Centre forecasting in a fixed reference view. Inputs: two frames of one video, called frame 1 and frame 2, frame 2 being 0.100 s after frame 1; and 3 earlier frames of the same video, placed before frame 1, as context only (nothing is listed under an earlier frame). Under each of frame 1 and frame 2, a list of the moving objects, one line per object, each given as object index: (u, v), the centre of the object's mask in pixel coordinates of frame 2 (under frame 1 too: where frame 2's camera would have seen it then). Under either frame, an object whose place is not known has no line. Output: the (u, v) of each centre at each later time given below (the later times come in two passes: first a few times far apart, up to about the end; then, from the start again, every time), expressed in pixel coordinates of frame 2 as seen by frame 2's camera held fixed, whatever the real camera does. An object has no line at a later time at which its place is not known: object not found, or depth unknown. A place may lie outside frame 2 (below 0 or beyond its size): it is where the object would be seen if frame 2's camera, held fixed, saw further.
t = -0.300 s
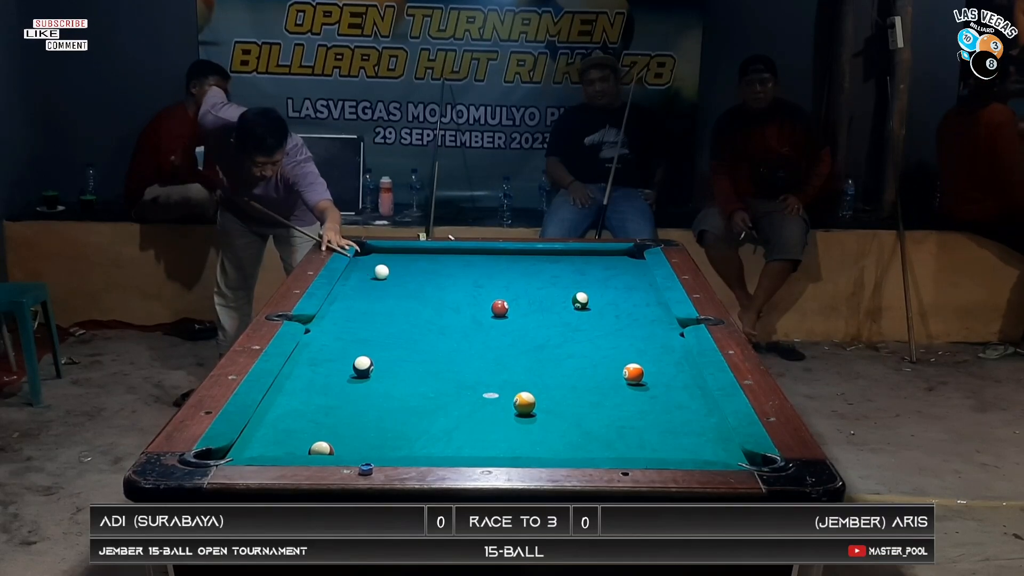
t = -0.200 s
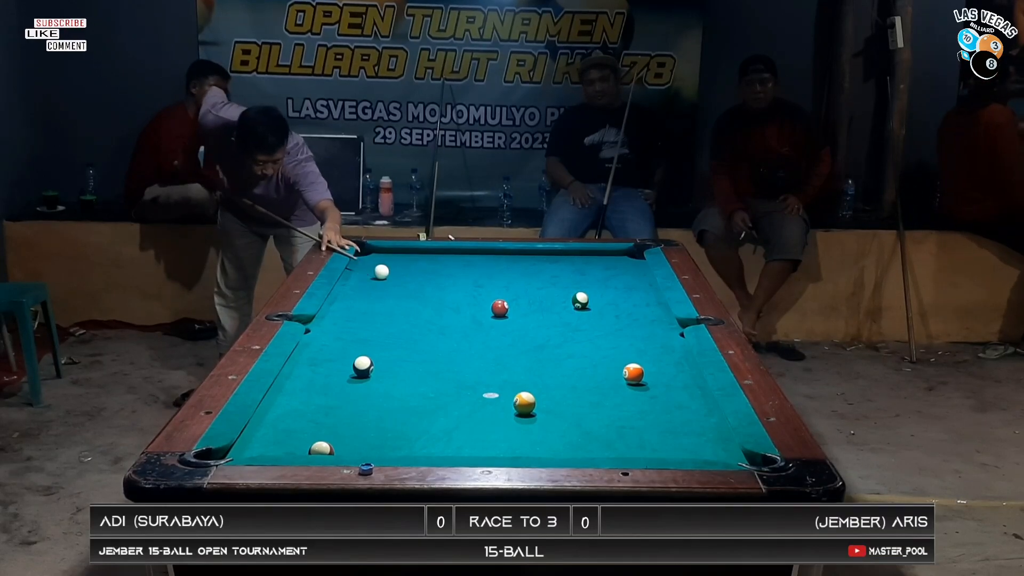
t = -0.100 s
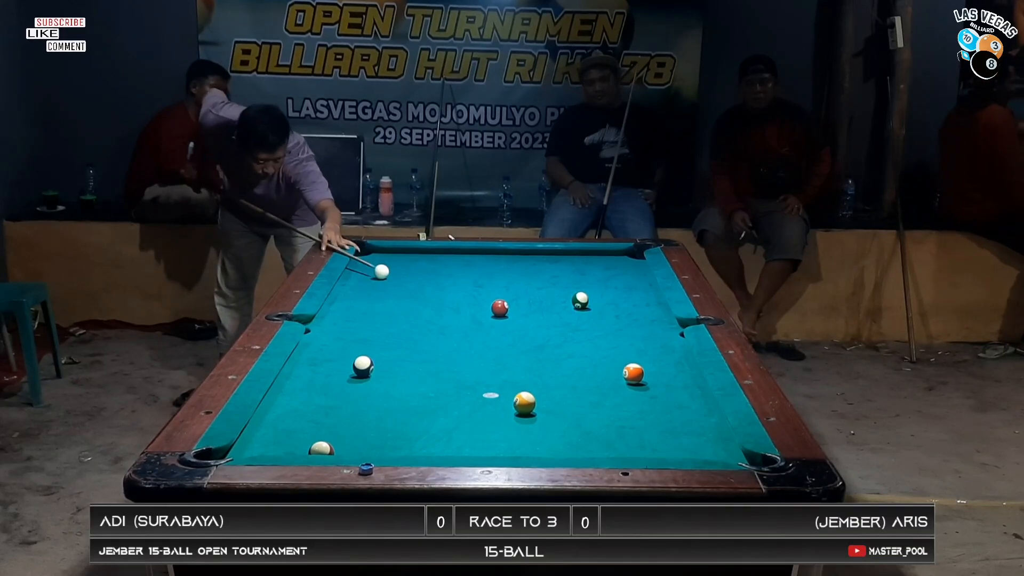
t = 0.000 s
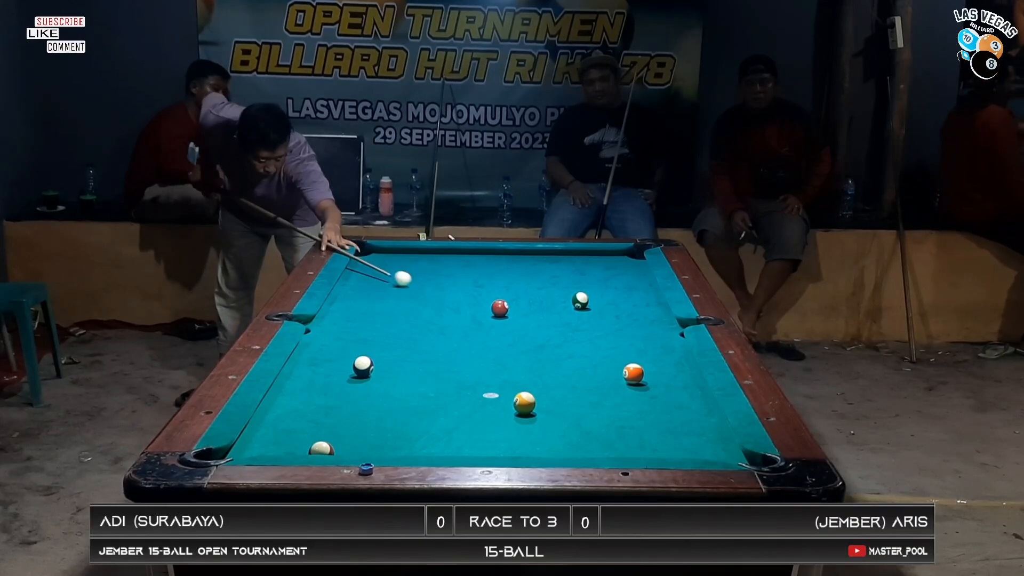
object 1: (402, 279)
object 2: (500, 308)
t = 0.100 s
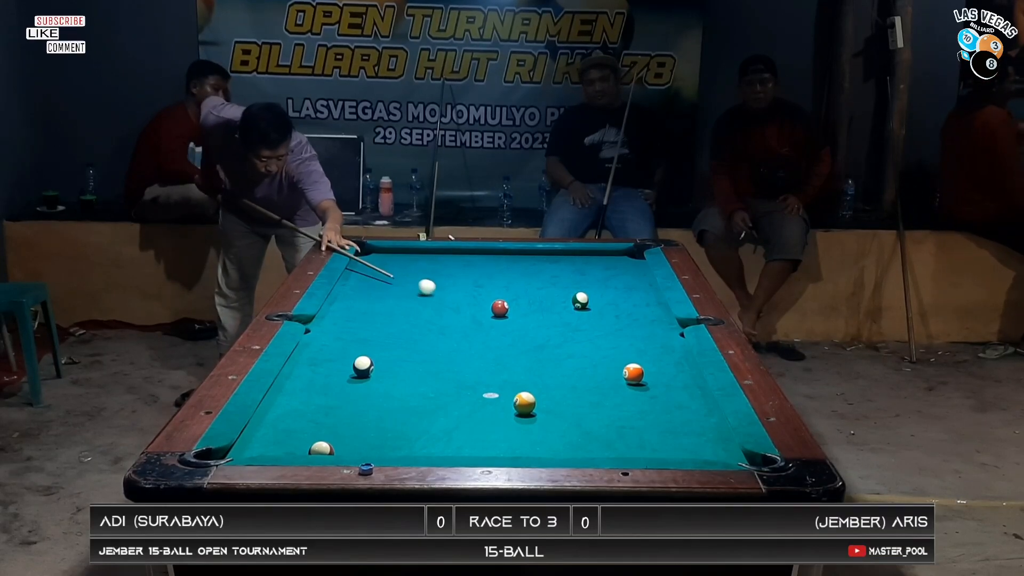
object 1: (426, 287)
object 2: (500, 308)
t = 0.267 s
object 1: (469, 302)
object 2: (500, 308)
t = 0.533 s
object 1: (480, 323)
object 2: (550, 312)
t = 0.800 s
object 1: (480, 345)
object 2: (606, 317)
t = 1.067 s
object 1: (480, 368)
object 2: (659, 322)
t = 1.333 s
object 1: (480, 393)
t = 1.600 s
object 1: (480, 421)
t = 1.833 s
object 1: (480, 446)
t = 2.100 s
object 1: (482, 445)
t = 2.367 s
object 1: (483, 428)
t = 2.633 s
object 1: (486, 413)
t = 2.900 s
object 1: (490, 401)
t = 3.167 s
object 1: (494, 391)
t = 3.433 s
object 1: (497, 383)
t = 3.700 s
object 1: (498, 377)
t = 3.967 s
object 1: (499, 372)
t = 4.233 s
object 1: (500, 369)
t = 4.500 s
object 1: (501, 367)
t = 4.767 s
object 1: (502, 367)
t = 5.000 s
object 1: (503, 367)
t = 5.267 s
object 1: (504, 367)
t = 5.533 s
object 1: (504, 367)
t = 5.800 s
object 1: (503, 367)
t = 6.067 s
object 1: (504, 367)
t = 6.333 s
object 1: (503, 367)
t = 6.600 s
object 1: (503, 367)
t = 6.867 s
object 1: (504, 367)
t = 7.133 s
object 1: (503, 367)
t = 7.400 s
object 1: (503, 367)
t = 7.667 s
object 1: (503, 367)
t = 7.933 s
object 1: (503, 367)
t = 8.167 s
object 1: (503, 367)
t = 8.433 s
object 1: (503, 367)
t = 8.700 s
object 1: (503, 367)
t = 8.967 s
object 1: (503, 367)
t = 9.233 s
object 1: (503, 367)
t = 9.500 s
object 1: (503, 367)
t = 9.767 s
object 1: (503, 367)
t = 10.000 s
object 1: (503, 367)
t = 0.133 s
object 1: (435, 290)
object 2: (500, 308)
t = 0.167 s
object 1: (443, 293)
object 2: (500, 308)
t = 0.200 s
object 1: (452, 296)
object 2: (500, 308)
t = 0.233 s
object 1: (460, 299)
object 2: (500, 308)
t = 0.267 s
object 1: (469, 302)
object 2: (500, 308)
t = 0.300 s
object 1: (478, 305)
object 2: (500, 308)
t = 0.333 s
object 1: (482, 308)
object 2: (505, 308)
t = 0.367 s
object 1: (480, 310)
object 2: (514, 309)
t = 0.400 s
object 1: (480, 312)
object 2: (521, 310)
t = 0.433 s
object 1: (480, 315)
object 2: (528, 310)
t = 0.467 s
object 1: (480, 318)
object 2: (536, 311)
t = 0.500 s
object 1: (480, 320)
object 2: (543, 311)
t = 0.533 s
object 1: (480, 323)
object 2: (550, 312)
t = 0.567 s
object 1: (480, 325)
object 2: (557, 312)
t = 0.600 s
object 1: (480, 328)
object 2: (564, 313)
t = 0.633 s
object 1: (480, 331)
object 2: (571, 314)
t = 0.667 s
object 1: (480, 333)
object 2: (578, 314)
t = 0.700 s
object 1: (480, 336)
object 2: (585, 315)
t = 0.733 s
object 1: (480, 339)
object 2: (592, 316)
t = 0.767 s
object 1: (480, 342)
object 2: (599, 316)
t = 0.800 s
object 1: (480, 345)
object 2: (606, 317)
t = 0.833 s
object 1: (480, 347)
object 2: (613, 317)
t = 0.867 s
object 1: (480, 350)
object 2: (620, 318)
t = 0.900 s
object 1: (480, 353)
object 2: (626, 318)
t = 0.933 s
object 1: (480, 356)
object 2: (633, 319)
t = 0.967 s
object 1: (480, 359)
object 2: (640, 320)
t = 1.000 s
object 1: (480, 362)
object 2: (646, 321)
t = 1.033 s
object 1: (480, 365)
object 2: (653, 321)
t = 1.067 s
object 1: (480, 368)
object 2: (659, 322)
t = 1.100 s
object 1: (480, 371)
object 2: (665, 322)
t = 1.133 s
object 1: (480, 374)
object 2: (672, 323)
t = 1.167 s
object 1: (480, 377)
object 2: (678, 323)
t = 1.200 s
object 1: (480, 381)
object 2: (683, 324)
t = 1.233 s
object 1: (480, 384)
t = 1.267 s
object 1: (480, 387)
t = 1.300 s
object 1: (480, 390)
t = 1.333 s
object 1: (480, 393)
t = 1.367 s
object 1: (480, 397)
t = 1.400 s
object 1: (480, 400)
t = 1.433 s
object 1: (480, 404)
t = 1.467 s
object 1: (480, 407)
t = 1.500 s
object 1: (480, 411)
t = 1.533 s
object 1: (480, 414)
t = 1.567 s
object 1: (480, 418)
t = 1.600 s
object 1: (480, 421)
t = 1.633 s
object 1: (480, 425)
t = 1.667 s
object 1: (480, 429)
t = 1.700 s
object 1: (480, 432)
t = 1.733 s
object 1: (480, 436)
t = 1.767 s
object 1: (480, 440)
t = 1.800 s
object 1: (480, 444)
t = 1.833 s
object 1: (480, 446)
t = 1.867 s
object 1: (480, 448)
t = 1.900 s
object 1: (481, 450)
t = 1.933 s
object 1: (481, 451)
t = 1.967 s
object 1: (481, 450)
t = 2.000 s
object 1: (481, 448)
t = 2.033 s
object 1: (481, 447)
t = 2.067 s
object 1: (481, 446)
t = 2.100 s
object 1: (482, 445)
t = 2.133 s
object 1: (482, 443)
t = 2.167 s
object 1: (482, 440)
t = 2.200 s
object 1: (482, 438)
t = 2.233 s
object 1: (482, 436)
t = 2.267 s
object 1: (483, 434)
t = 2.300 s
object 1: (483, 432)
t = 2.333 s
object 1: (483, 430)
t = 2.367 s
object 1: (483, 428)
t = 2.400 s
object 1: (484, 426)
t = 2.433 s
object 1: (484, 424)
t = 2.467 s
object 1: (485, 422)
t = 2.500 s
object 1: (485, 420)
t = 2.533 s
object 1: (485, 418)
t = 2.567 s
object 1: (485, 417)
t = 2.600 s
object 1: (486, 415)
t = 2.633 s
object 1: (486, 413)
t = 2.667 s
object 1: (487, 412)
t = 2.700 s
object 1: (487, 410)
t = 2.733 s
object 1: (488, 408)
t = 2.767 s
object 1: (488, 407)
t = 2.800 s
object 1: (489, 405)
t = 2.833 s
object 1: (489, 404)
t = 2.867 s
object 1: (490, 402)
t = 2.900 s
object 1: (490, 401)
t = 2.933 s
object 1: (491, 400)
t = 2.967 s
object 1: (491, 398)
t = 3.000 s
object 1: (492, 397)
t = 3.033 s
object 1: (492, 396)
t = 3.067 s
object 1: (493, 395)
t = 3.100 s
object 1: (493, 393)
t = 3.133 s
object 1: (494, 392)
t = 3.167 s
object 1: (494, 391)
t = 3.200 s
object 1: (494, 390)
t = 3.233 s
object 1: (495, 389)
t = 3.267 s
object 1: (495, 388)
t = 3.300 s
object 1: (496, 387)
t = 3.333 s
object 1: (496, 386)
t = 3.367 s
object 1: (496, 385)
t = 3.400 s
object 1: (496, 384)
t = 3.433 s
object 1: (497, 383)
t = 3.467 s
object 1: (497, 382)
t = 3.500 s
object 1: (497, 381)
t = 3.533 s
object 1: (497, 380)
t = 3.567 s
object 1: (497, 379)
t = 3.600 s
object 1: (498, 379)
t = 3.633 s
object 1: (498, 378)
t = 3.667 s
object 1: (498, 377)
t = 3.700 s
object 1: (498, 377)
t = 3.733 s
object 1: (498, 376)
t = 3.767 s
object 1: (498, 375)
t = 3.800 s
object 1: (499, 375)
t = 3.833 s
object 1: (499, 374)
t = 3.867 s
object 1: (499, 374)
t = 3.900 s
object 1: (499, 373)
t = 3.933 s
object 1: (499, 373)
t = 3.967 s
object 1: (499, 372)
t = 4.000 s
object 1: (499, 372)
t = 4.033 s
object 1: (499, 371)
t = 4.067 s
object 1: (499, 371)
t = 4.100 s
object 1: (499, 371)
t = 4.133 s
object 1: (499, 370)
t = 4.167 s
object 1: (499, 369)
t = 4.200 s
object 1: (500, 369)
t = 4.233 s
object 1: (500, 369)
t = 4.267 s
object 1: (500, 369)
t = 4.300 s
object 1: (500, 368)
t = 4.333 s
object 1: (500, 368)
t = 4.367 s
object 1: (501, 368)
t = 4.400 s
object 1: (501, 368)
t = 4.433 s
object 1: (501, 368)
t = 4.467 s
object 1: (501, 367)
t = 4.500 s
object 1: (501, 367)
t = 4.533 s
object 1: (502, 367)
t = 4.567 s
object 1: (502, 367)
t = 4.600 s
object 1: (502, 367)
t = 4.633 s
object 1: (502, 367)
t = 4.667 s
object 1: (502, 367)
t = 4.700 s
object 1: (502, 367)
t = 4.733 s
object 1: (502, 367)
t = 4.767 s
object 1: (502, 367)
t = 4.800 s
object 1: (502, 367)
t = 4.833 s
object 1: (503, 367)
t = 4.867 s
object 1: (503, 367)
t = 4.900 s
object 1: (503, 367)
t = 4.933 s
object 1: (503, 367)
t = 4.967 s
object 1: (503, 367)
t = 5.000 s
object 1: (503, 367)
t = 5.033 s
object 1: (504, 367)
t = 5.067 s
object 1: (504, 367)
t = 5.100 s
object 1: (504, 367)
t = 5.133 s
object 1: (504, 367)
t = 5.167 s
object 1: (503, 367)
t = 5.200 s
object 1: (504, 367)
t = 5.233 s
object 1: (504, 367)
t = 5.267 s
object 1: (504, 367)
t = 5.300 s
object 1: (504, 367)
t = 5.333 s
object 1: (504, 367)
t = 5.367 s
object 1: (504, 367)
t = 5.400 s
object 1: (504, 367)
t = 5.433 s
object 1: (504, 367)
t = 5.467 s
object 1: (503, 367)
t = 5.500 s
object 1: (503, 367)
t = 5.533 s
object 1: (504, 367)
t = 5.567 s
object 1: (504, 367)
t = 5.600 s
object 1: (503, 367)
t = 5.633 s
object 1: (503, 367)
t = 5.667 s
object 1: (504, 367)
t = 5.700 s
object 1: (503, 367)
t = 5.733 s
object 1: (503, 367)
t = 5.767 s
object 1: (503, 367)
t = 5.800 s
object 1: (503, 367)
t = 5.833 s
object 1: (504, 367)
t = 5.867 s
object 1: (503, 367)
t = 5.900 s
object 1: (503, 367)
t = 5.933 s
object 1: (503, 367)
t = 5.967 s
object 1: (504, 367)
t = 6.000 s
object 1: (503, 367)
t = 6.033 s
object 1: (503, 367)
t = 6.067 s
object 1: (504, 367)
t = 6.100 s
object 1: (503, 367)
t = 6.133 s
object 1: (504, 367)
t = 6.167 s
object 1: (503, 367)
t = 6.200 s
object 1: (504, 367)
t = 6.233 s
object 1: (504, 367)
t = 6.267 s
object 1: (503, 367)
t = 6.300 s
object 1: (504, 367)
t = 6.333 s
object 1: (503, 367)
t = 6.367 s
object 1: (503, 367)
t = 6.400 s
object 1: (504, 367)
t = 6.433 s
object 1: (503, 367)
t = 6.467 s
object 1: (504, 367)
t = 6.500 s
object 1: (504, 367)
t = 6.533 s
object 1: (503, 367)
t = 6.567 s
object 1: (503, 367)
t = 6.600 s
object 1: (503, 367)
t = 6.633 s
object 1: (504, 367)
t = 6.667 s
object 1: (504, 367)
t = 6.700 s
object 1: (504, 367)
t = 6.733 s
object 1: (504, 367)
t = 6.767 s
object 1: (504, 367)
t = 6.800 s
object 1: (504, 367)
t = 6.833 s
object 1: (504, 367)
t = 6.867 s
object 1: (504, 367)
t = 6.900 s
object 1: (504, 367)
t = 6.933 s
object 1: (504, 367)
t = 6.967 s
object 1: (504, 367)
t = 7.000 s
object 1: (504, 367)
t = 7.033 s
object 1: (504, 367)
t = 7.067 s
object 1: (504, 367)
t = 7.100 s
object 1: (504, 367)
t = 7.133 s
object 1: (503, 367)
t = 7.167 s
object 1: (503, 367)
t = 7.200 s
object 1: (503, 367)
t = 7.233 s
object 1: (503, 367)
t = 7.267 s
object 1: (503, 367)
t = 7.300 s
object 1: (503, 367)
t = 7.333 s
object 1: (503, 367)
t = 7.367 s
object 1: (503, 367)
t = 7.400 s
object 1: (503, 367)
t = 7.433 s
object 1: (503, 367)
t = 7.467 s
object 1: (503, 367)
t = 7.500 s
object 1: (503, 367)
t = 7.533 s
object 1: (503, 367)
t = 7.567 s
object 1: (503, 367)
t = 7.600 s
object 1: (503, 367)
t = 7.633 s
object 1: (503, 367)
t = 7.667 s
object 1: (503, 367)
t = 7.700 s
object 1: (503, 367)
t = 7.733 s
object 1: (503, 367)
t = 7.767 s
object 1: (503, 367)
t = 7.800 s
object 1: (503, 367)
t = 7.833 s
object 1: (503, 367)
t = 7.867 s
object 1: (503, 367)
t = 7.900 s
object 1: (503, 367)
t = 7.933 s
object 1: (503, 367)
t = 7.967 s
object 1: (503, 367)
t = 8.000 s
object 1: (504, 367)
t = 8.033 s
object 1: (504, 367)
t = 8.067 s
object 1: (503, 367)
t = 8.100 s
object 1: (503, 367)
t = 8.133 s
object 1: (503, 367)
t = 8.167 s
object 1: (503, 367)
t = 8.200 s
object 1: (503, 367)
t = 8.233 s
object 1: (503, 367)
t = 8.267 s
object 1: (504, 367)
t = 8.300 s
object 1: (503, 367)
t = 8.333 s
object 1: (503, 367)
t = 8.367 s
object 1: (503, 367)
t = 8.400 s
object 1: (503, 367)
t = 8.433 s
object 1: (503, 367)
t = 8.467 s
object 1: (503, 367)
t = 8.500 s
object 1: (503, 367)
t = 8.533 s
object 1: (503, 367)
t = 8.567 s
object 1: (503, 367)
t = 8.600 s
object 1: (503, 367)
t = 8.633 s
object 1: (503, 367)
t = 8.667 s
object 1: (503, 367)
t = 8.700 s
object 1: (503, 367)
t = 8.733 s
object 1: (503, 367)
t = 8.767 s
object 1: (503, 367)
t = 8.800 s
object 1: (503, 367)
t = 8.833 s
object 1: (503, 367)
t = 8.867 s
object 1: (503, 367)
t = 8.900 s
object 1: (503, 367)
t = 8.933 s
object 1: (503, 367)
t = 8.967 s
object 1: (503, 367)
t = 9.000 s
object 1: (503, 367)
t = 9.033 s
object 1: (503, 367)
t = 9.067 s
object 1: (503, 367)
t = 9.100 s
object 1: (503, 367)
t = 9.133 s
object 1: (503, 367)
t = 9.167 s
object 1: (503, 367)
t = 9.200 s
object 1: (503, 367)
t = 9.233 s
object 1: (503, 367)
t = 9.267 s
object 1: (503, 367)
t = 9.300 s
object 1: (503, 367)
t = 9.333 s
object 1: (503, 367)
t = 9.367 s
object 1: (503, 367)
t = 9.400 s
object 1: (503, 367)
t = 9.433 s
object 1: (503, 367)
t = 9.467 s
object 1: (503, 367)
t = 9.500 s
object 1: (503, 367)
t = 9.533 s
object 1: (503, 367)
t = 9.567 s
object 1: (503, 367)
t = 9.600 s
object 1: (503, 367)
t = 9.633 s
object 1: (503, 367)
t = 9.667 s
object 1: (504, 367)
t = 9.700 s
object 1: (503, 367)
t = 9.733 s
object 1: (503, 367)
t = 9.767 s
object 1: (503, 367)
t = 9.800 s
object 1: (503, 367)
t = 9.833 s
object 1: (504, 367)
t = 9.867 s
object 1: (503, 367)
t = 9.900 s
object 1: (503, 367)
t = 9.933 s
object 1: (503, 367)
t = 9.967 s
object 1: (503, 367)
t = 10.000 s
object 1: (503, 367)
